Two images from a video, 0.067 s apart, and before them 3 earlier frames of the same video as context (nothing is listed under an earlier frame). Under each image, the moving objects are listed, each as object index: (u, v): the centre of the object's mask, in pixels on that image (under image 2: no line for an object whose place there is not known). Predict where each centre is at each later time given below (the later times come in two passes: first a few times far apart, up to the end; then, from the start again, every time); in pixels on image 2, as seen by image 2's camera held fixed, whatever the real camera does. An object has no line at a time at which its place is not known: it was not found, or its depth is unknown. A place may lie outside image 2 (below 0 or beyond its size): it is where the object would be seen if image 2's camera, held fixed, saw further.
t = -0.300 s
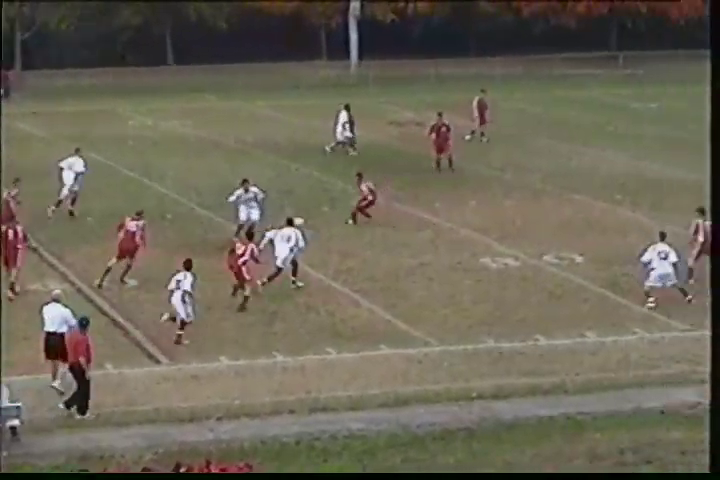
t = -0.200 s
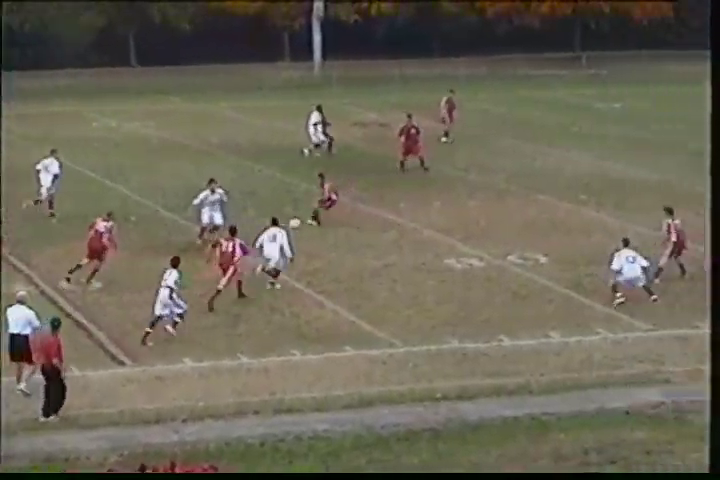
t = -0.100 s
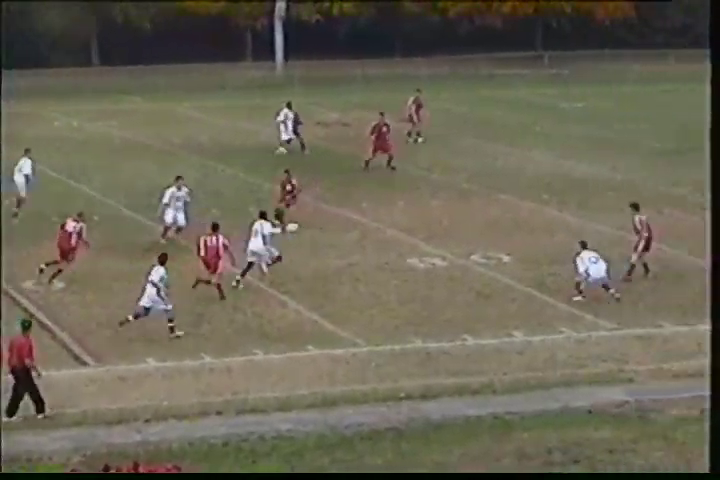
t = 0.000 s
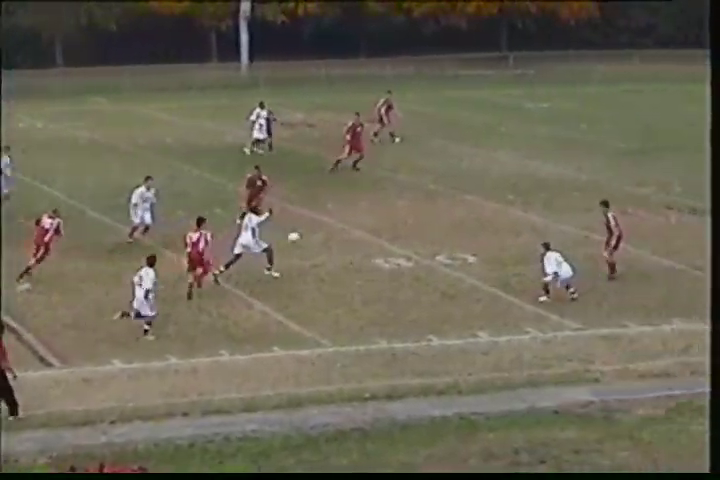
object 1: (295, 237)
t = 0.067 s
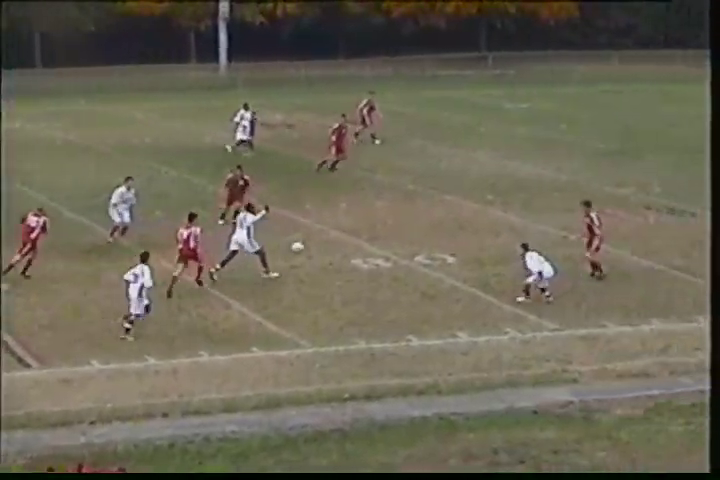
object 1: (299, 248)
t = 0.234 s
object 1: (365, 279)
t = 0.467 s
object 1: (452, 316)
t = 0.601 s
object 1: (486, 309)
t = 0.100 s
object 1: (311, 254)
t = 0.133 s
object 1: (325, 258)
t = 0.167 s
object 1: (338, 266)
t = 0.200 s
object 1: (350, 272)
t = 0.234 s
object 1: (365, 279)
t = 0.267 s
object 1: (379, 286)
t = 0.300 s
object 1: (391, 296)
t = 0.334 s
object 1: (406, 303)
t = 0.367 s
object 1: (421, 316)
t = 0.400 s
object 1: (434, 323)
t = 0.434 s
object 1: (444, 320)
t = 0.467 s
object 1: (452, 316)
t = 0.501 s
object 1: (461, 312)
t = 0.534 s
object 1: (469, 311)
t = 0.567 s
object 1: (478, 309)
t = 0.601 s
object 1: (486, 309)
